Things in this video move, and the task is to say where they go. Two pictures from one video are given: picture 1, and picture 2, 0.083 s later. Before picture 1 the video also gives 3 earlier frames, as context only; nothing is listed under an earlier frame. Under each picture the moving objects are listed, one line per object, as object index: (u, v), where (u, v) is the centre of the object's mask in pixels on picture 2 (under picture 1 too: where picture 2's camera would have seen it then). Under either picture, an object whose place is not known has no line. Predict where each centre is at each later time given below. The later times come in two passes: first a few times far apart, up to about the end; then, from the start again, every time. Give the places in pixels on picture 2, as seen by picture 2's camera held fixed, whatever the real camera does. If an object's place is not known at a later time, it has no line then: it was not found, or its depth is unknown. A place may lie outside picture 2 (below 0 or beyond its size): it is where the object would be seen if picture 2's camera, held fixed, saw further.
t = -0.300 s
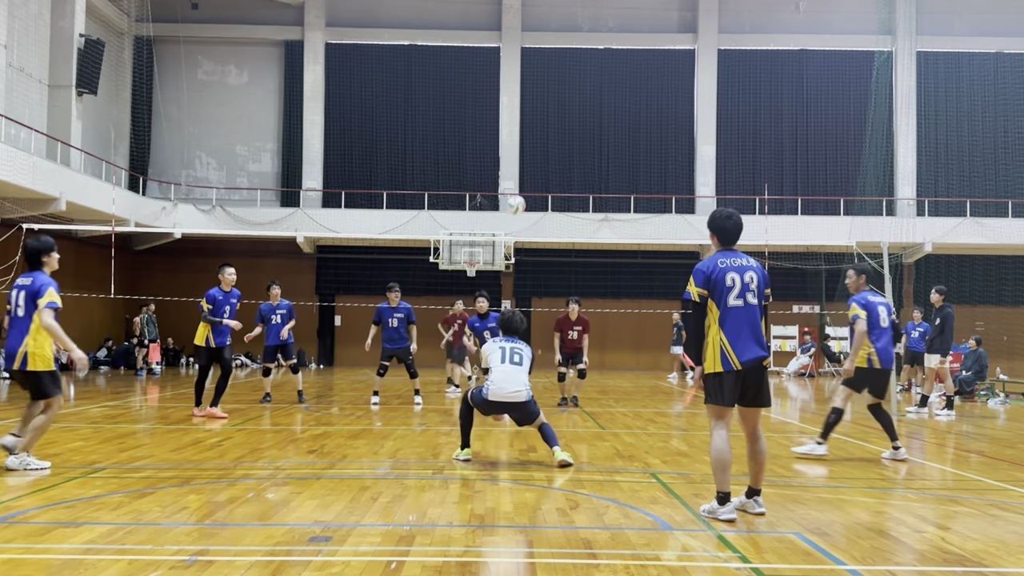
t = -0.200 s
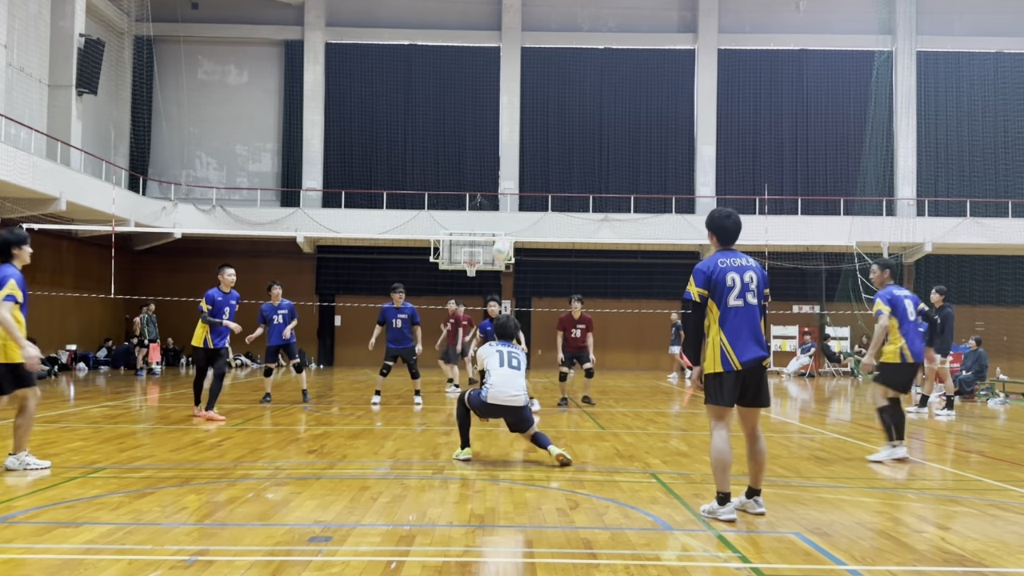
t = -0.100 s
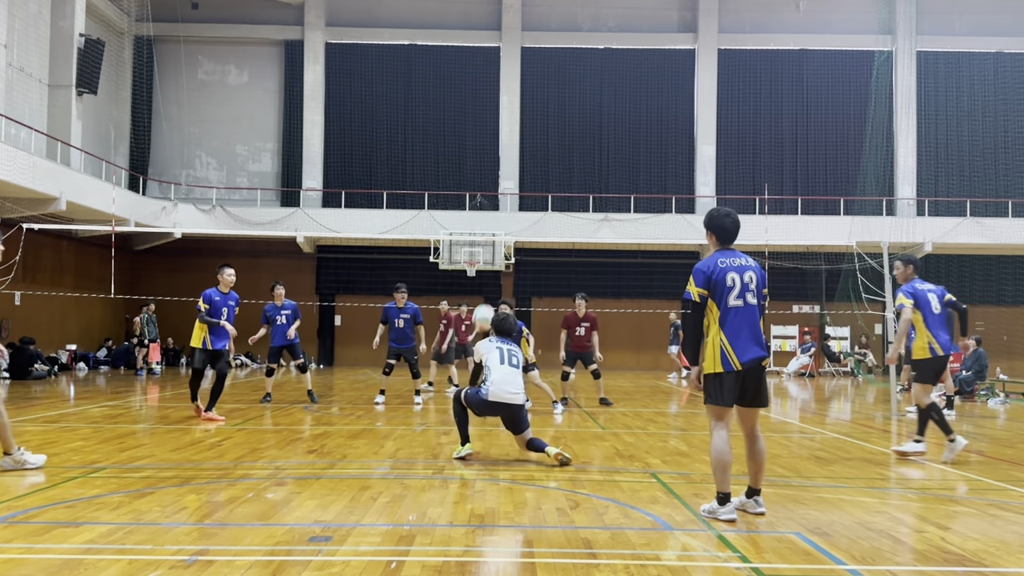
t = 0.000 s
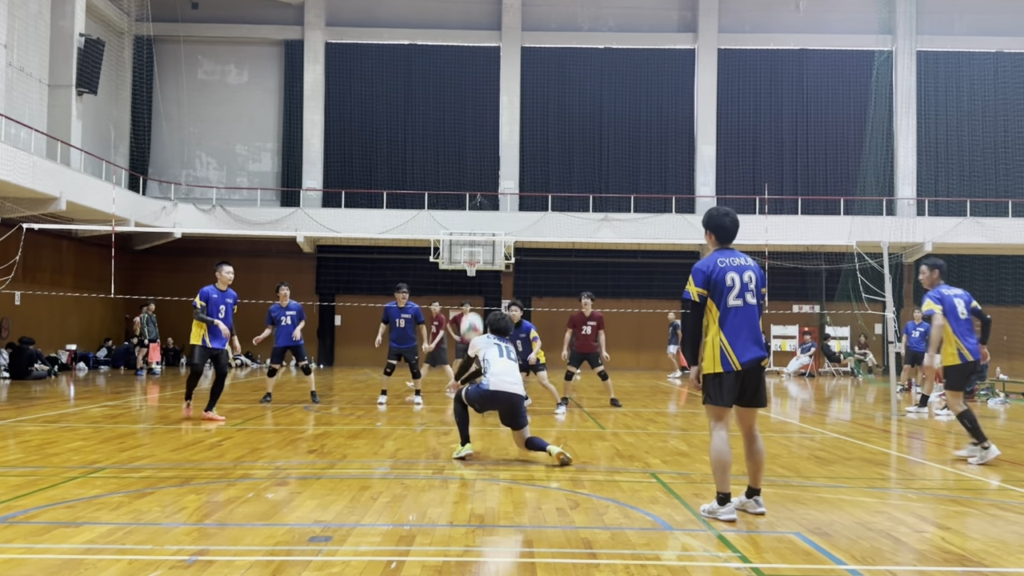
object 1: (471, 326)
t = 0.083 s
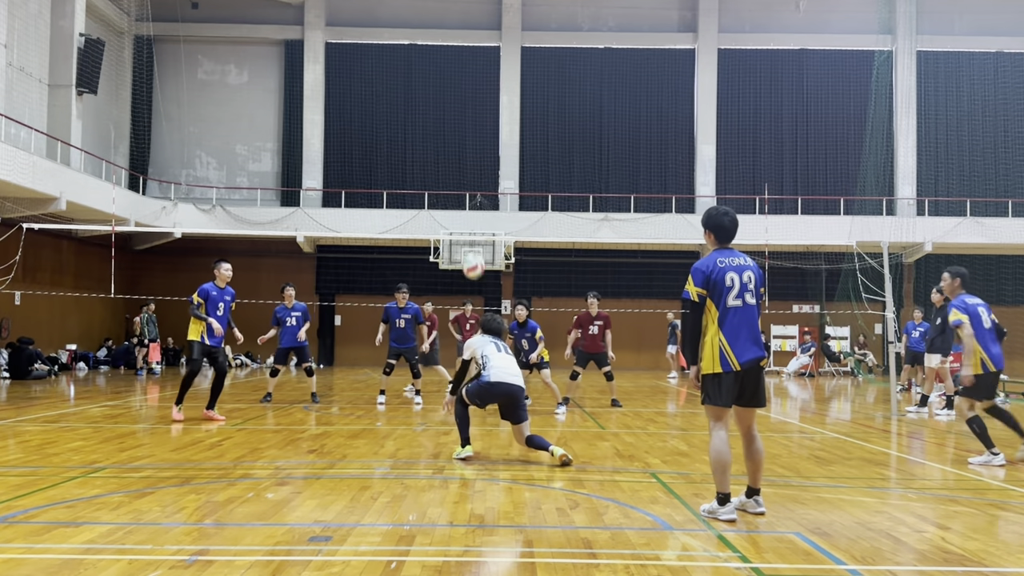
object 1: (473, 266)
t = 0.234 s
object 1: (476, 184)
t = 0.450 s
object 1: (480, 118)
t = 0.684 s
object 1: (483, 100)
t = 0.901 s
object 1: (485, 122)
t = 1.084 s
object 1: (485, 164)
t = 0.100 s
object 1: (474, 254)
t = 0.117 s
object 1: (475, 244)
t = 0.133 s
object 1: (474, 235)
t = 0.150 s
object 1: (474, 225)
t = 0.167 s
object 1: (475, 215)
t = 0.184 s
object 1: (475, 206)
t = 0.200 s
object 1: (475, 199)
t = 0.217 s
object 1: (476, 191)
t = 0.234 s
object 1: (476, 184)
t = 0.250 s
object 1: (476, 177)
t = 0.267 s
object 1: (476, 170)
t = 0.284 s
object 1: (477, 164)
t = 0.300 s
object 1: (477, 158)
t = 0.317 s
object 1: (477, 152)
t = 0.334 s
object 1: (478, 147)
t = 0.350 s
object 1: (478, 141)
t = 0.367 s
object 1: (478, 137)
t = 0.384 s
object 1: (479, 132)
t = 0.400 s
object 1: (479, 128)
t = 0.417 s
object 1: (479, 124)
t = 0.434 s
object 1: (479, 121)
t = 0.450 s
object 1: (480, 118)
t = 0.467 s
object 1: (480, 115)
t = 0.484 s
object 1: (480, 112)
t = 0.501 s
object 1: (481, 110)
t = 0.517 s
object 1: (481, 108)
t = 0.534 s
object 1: (481, 106)
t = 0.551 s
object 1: (481, 104)
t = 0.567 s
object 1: (481, 103)
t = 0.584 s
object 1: (482, 101)
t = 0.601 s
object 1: (482, 100)
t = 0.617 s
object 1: (482, 100)
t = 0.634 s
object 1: (482, 99)
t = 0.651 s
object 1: (482, 99)
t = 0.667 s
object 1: (483, 99)
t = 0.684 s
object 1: (483, 100)
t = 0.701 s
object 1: (483, 100)
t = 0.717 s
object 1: (483, 101)
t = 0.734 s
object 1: (483, 102)
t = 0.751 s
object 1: (483, 103)
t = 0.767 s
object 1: (483, 104)
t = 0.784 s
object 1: (484, 106)
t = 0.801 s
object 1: (484, 107)
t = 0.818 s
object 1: (484, 109)
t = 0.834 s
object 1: (484, 111)
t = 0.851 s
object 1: (484, 114)
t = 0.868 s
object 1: (484, 116)
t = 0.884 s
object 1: (484, 119)
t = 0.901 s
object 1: (485, 122)
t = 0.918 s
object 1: (485, 125)
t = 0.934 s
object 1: (485, 128)
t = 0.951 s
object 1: (485, 131)
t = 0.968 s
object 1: (485, 135)
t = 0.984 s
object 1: (485, 139)
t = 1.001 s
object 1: (485, 143)
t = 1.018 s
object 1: (485, 147)
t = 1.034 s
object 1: (485, 151)
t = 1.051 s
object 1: (485, 155)
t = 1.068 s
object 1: (485, 160)
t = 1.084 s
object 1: (485, 164)
